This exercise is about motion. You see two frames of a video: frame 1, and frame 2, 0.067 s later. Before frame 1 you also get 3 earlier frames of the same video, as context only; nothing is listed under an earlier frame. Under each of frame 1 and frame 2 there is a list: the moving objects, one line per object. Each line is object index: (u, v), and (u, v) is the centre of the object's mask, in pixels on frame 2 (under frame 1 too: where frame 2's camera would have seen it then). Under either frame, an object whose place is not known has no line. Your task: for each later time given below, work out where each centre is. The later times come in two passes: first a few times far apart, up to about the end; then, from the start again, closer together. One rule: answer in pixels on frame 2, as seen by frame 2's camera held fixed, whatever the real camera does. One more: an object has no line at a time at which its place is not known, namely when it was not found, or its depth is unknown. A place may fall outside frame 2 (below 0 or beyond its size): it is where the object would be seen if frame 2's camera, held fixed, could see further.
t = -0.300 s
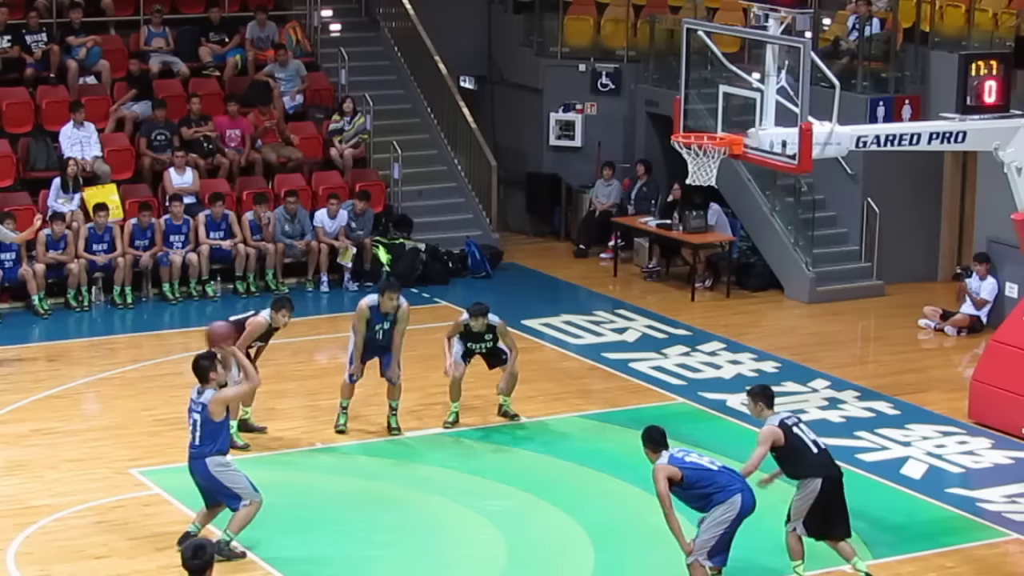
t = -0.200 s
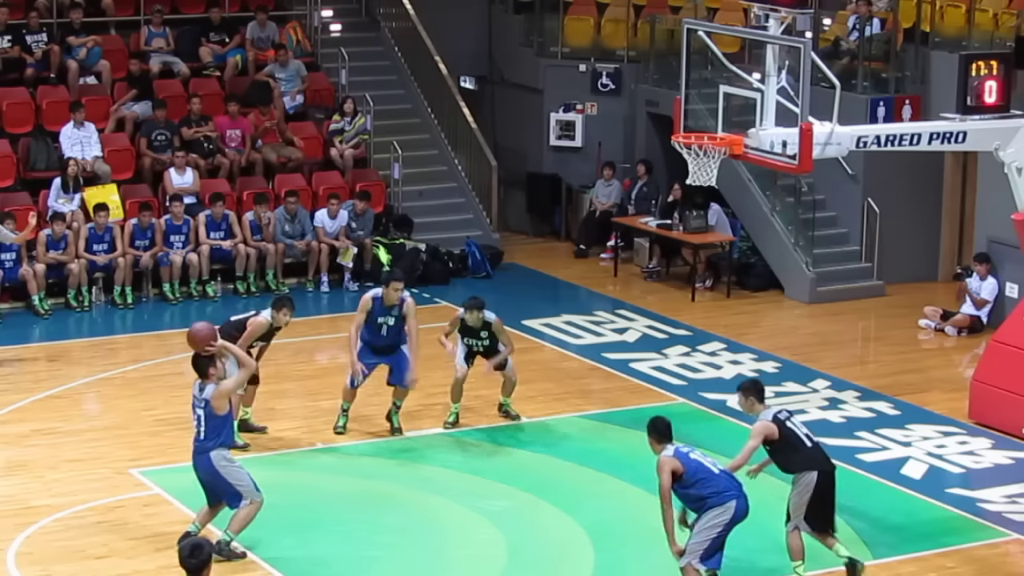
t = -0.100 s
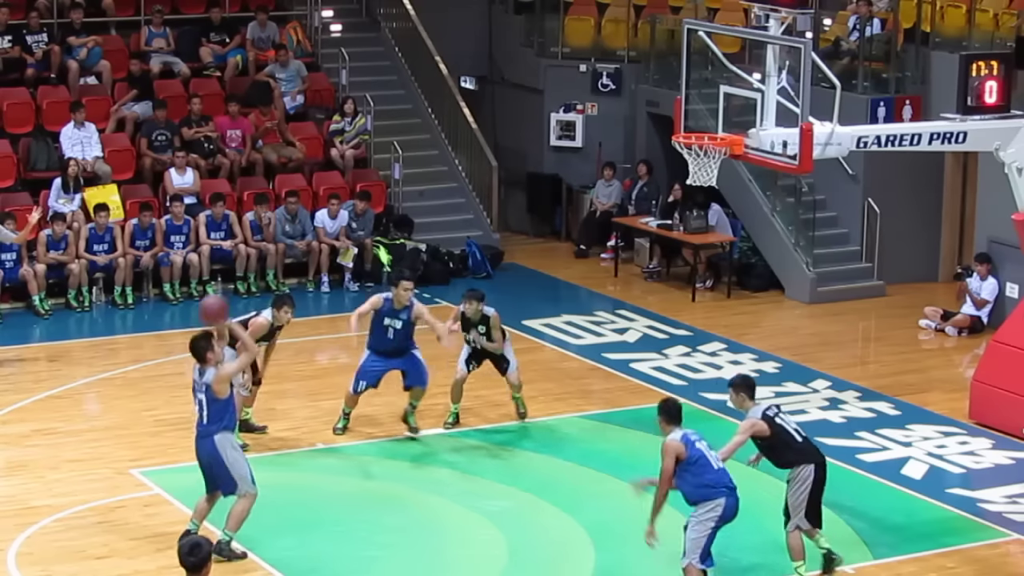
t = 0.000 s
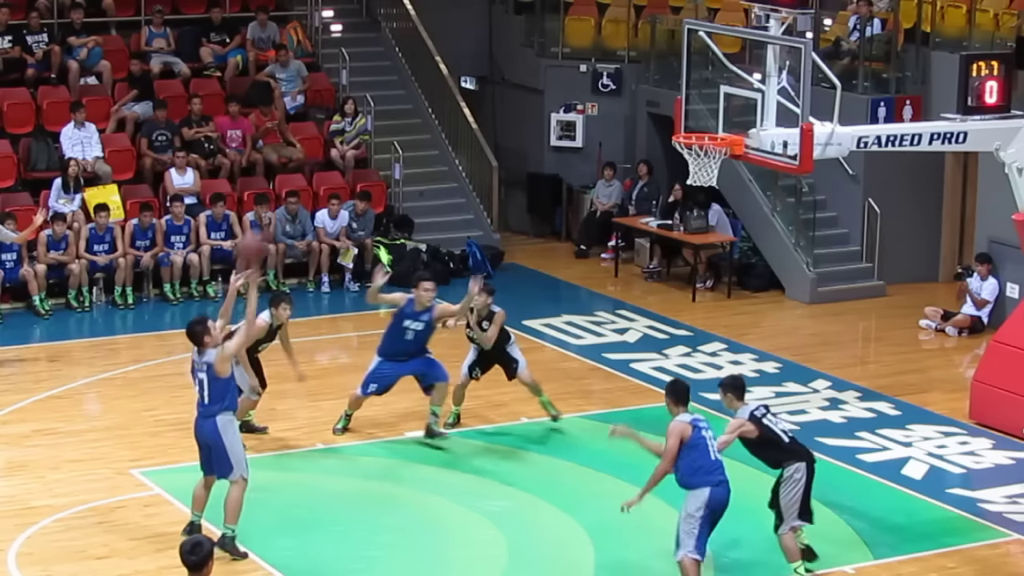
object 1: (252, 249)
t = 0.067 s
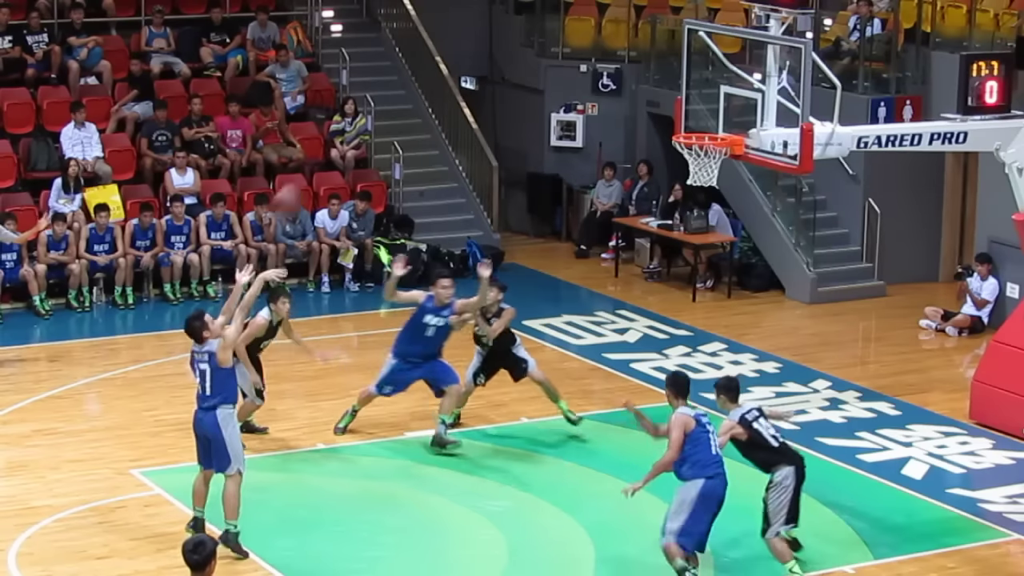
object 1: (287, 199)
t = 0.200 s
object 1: (357, 130)
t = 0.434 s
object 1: (474, 61)
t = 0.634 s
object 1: (568, 54)
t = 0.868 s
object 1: (668, 107)
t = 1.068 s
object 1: (723, 105)
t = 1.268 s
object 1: (725, 99)
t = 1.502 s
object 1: (687, 146)
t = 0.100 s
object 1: (305, 182)
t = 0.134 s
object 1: (321, 164)
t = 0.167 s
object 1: (339, 148)
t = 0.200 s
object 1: (357, 130)
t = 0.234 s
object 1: (374, 116)
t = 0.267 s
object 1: (392, 101)
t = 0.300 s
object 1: (407, 90)
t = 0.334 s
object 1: (424, 82)
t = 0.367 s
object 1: (441, 73)
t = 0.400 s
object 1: (460, 65)
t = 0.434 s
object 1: (474, 61)
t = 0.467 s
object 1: (490, 57)
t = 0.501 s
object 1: (506, 53)
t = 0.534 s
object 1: (520, 51)
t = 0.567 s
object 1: (537, 50)
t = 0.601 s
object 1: (552, 51)
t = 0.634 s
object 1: (568, 54)
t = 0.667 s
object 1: (583, 57)
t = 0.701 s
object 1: (599, 63)
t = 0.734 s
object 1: (612, 70)
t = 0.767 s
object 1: (629, 77)
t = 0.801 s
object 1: (642, 84)
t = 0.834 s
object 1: (656, 94)
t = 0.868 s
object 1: (668, 107)
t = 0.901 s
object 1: (684, 119)
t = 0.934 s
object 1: (695, 125)
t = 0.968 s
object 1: (702, 119)
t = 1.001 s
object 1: (709, 114)
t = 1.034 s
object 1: (716, 108)
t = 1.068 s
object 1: (723, 105)
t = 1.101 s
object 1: (731, 102)
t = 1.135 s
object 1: (738, 100)
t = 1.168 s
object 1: (738, 99)
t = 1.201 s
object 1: (735, 98)
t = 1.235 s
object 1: (729, 98)
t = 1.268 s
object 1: (725, 99)
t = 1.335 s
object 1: (714, 107)
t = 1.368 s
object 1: (709, 111)
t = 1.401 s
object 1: (703, 118)
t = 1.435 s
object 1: (699, 126)
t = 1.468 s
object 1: (693, 135)
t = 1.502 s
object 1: (687, 146)
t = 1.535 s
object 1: (681, 159)
